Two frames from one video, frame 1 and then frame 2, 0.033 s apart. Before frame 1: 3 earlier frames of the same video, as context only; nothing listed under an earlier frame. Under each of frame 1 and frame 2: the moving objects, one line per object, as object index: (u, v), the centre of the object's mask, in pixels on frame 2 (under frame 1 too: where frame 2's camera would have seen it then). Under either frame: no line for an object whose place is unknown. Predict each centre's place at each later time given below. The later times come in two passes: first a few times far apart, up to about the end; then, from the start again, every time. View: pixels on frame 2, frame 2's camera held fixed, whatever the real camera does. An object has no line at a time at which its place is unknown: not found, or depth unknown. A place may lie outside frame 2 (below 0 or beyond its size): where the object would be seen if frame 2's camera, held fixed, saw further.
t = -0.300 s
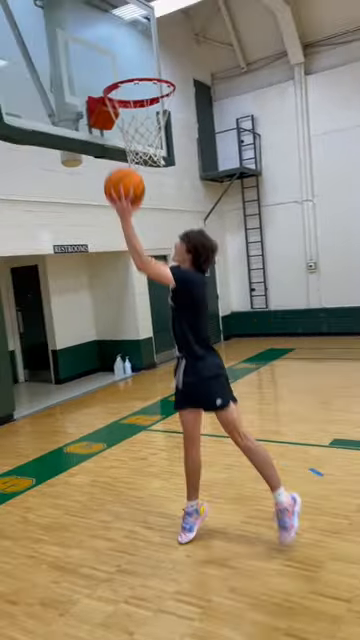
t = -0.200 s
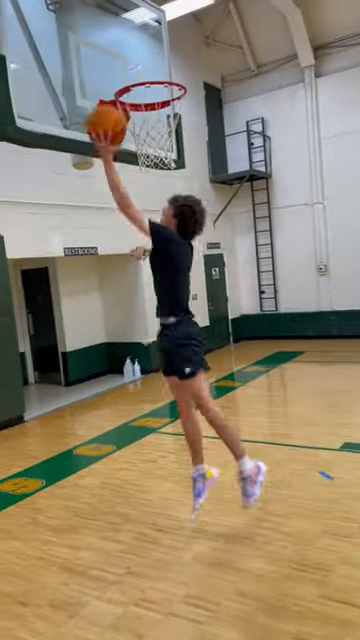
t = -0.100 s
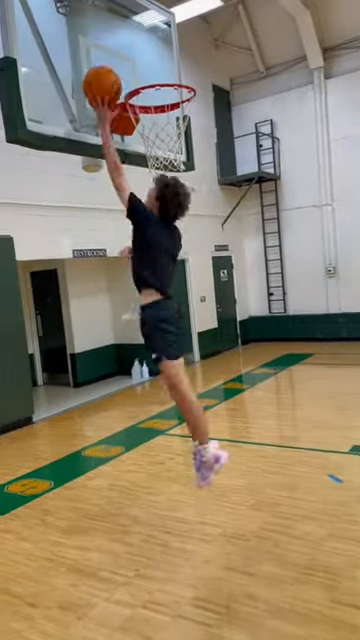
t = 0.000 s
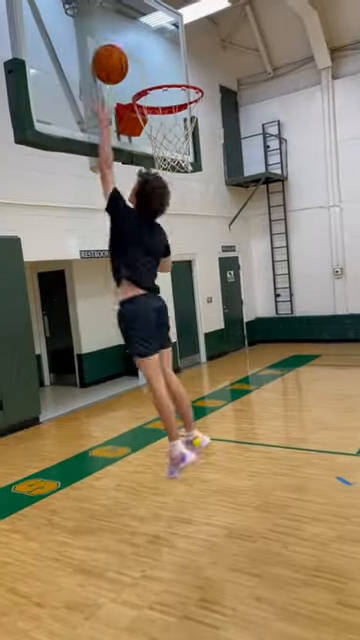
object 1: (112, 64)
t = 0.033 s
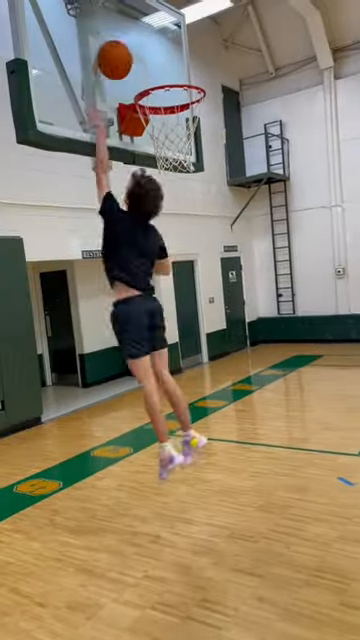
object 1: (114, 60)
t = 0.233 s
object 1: (161, 62)
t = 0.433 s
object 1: (171, 83)
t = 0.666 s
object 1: (166, 93)
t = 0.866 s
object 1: (177, 102)
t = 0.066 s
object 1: (122, 56)
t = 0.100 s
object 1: (129, 54)
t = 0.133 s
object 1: (137, 53)
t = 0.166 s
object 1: (145, 54)
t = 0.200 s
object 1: (153, 57)
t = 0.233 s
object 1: (161, 62)
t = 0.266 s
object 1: (169, 67)
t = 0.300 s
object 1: (177, 74)
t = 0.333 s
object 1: (186, 84)
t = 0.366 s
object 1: (184, 85)
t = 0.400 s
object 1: (178, 83)
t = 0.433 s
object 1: (171, 83)
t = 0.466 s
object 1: (164, 84)
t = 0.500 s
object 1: (162, 84)
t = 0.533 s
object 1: (162, 84)
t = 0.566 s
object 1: (162, 85)
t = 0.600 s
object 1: (164, 88)
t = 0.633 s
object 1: (165, 93)
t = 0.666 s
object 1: (166, 93)
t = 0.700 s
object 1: (169, 91)
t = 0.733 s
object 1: (172, 90)
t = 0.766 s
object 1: (175, 91)
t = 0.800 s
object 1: (178, 92)
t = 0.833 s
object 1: (180, 96)
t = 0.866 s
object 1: (177, 102)
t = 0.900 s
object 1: (173, 108)
